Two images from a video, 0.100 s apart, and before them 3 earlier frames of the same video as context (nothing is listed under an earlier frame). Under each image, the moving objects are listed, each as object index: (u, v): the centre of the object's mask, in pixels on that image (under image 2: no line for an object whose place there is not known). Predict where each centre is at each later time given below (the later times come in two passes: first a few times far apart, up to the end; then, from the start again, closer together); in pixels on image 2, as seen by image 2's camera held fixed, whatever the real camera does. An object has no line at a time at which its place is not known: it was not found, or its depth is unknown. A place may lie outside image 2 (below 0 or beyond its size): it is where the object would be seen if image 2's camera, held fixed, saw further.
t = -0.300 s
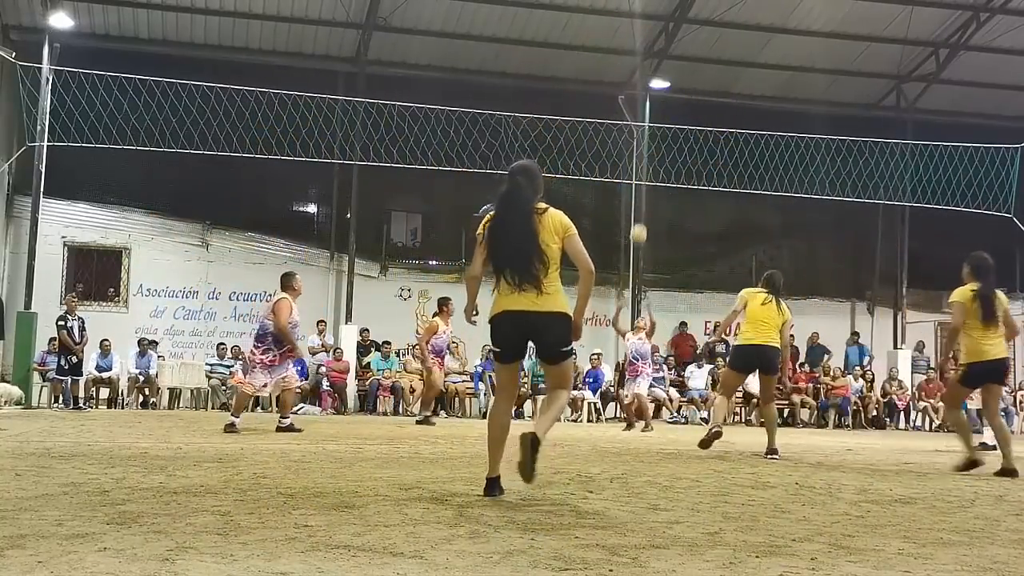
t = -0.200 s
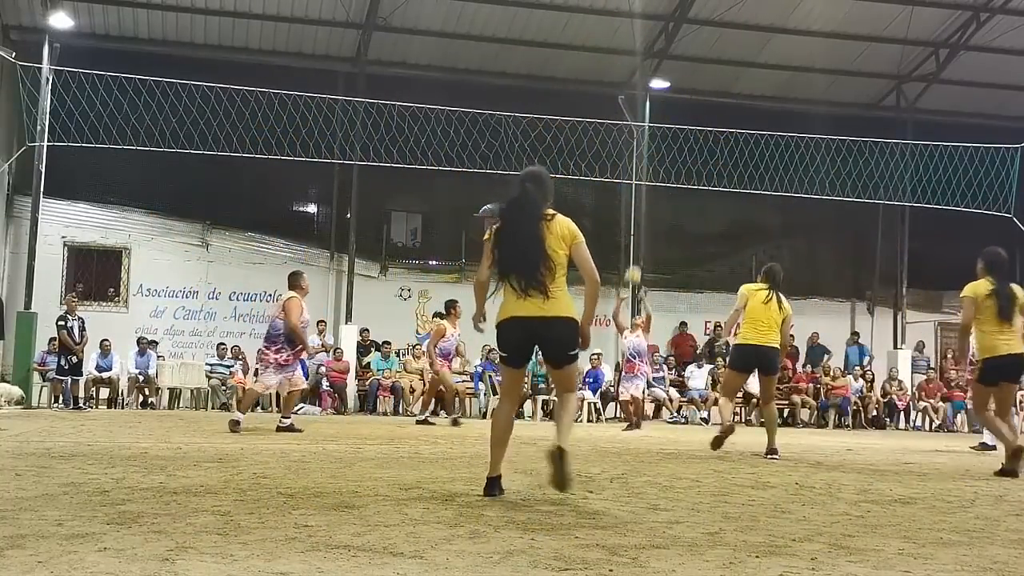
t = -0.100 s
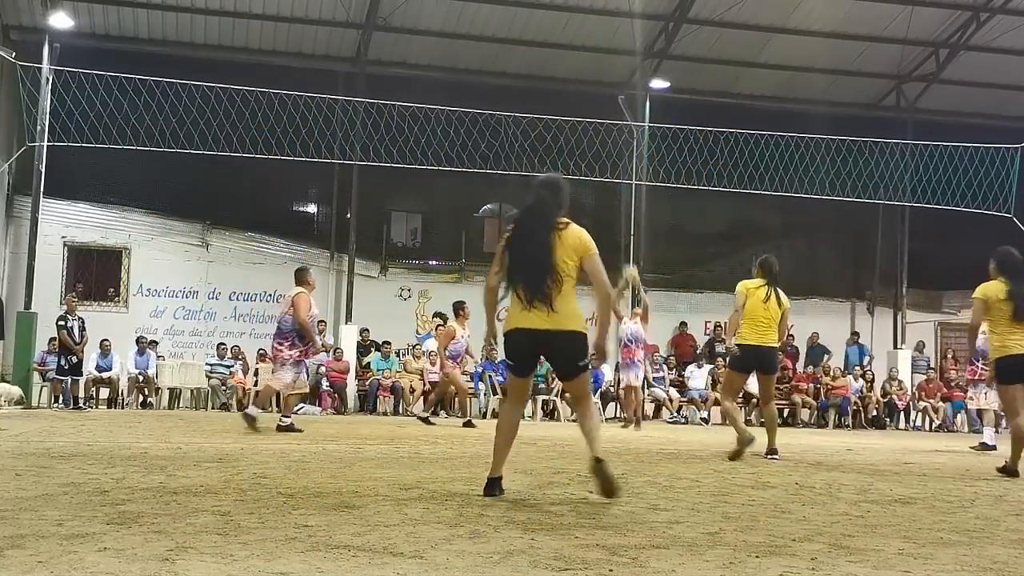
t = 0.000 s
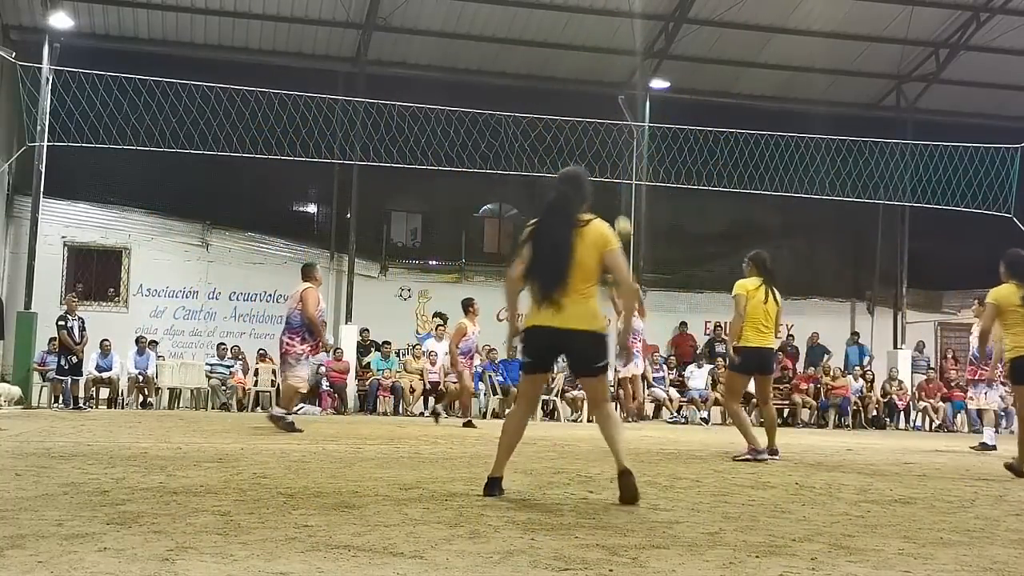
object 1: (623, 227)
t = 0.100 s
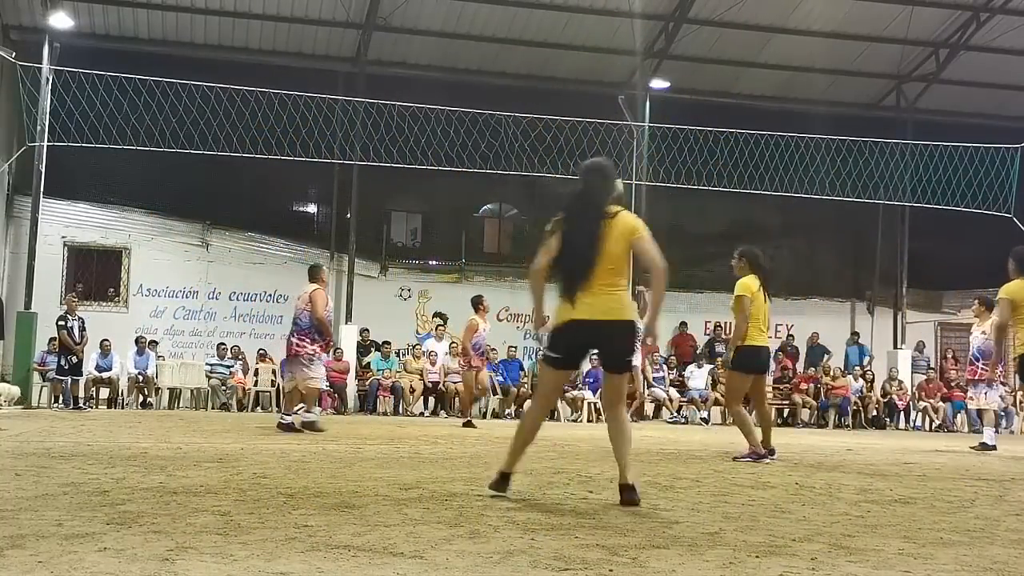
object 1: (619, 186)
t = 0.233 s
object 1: (603, 140)
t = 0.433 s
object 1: (584, 94)
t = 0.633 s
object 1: (563, 76)
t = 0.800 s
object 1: (543, 85)
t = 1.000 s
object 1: (517, 127)
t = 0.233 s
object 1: (603, 140)
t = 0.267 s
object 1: (600, 131)
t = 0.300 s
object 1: (597, 122)
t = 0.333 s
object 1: (594, 112)
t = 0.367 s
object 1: (591, 107)
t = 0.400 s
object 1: (587, 100)
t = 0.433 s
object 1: (584, 94)
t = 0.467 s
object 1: (581, 89)
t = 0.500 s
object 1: (577, 85)
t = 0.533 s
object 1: (574, 82)
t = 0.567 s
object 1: (570, 79)
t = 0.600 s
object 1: (566, 77)
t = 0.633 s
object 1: (563, 76)
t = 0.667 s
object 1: (559, 76)
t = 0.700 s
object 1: (555, 77)
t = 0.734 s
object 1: (551, 79)
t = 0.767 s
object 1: (547, 82)
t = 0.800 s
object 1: (543, 85)
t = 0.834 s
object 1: (539, 90)
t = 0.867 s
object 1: (534, 95)
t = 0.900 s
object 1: (530, 101)
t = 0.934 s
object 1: (526, 106)
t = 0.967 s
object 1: (521, 117)
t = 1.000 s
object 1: (517, 127)
